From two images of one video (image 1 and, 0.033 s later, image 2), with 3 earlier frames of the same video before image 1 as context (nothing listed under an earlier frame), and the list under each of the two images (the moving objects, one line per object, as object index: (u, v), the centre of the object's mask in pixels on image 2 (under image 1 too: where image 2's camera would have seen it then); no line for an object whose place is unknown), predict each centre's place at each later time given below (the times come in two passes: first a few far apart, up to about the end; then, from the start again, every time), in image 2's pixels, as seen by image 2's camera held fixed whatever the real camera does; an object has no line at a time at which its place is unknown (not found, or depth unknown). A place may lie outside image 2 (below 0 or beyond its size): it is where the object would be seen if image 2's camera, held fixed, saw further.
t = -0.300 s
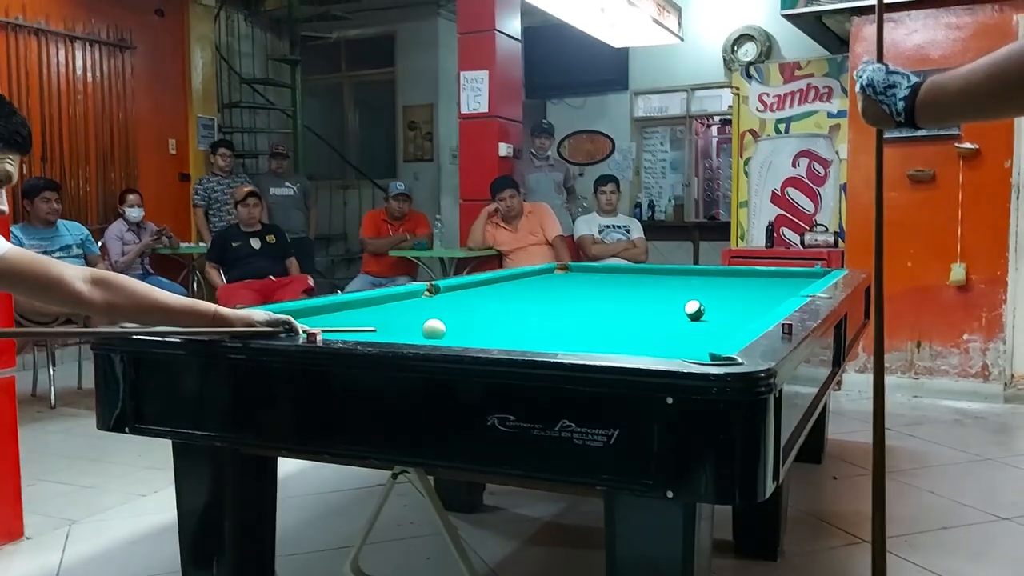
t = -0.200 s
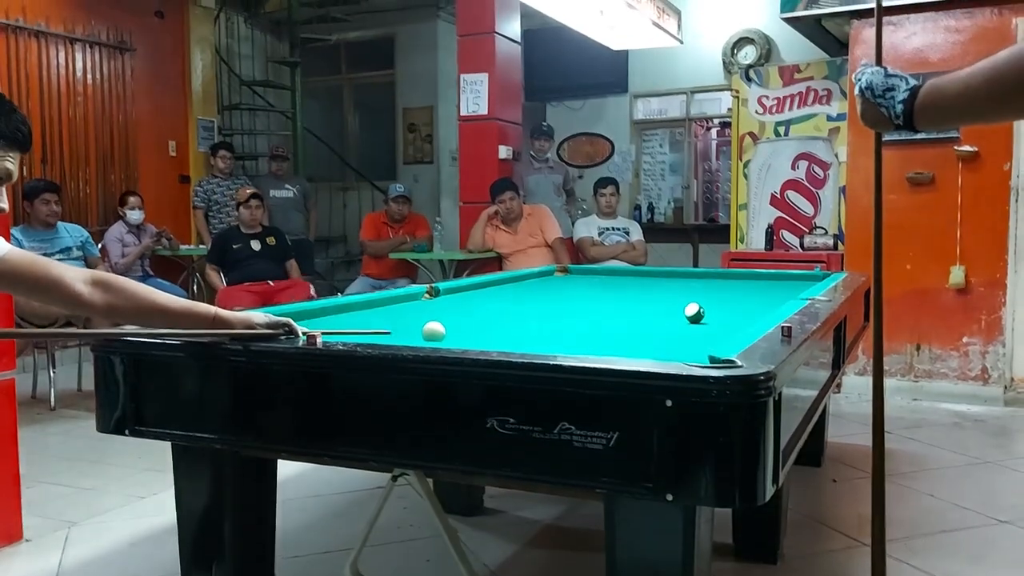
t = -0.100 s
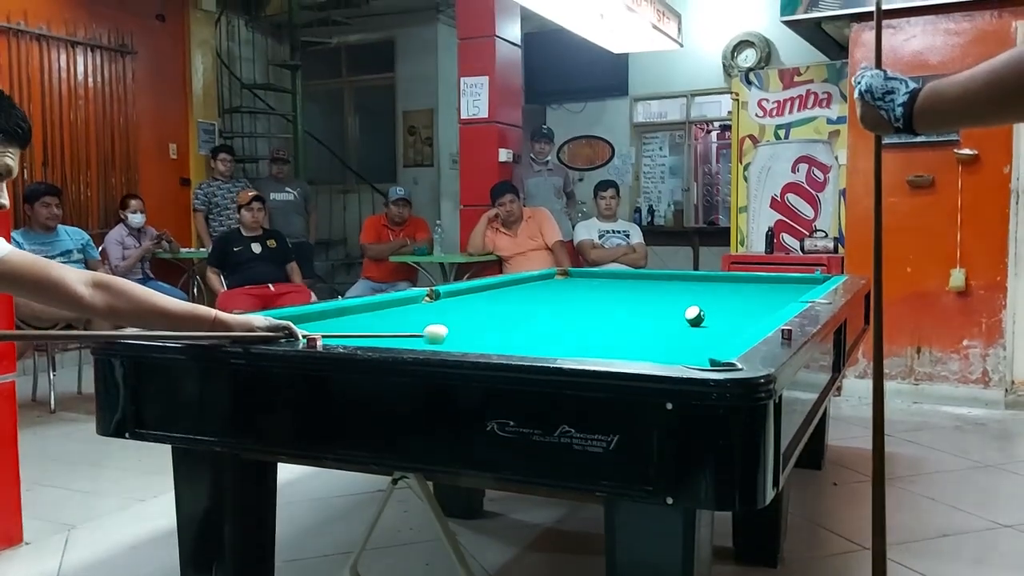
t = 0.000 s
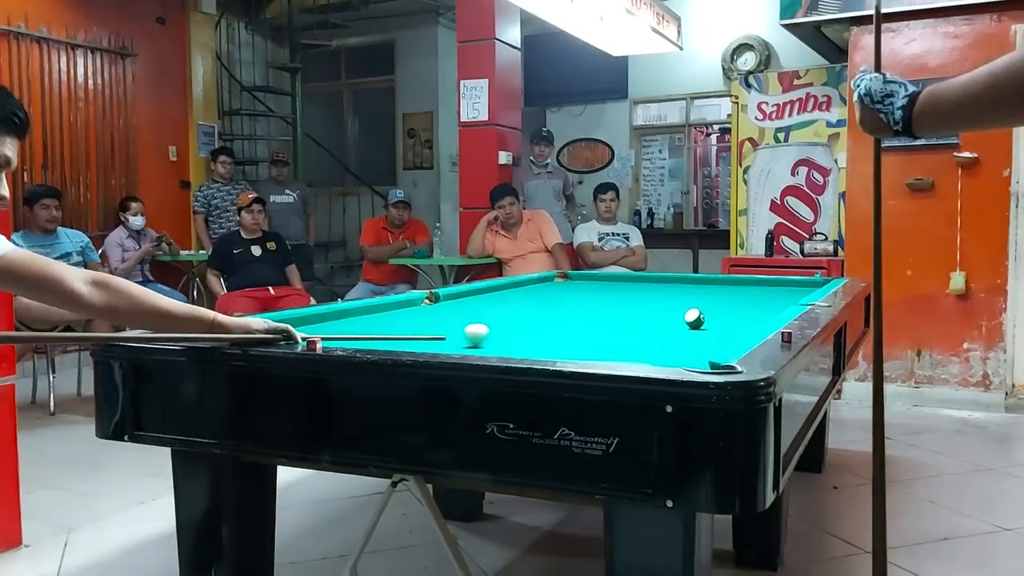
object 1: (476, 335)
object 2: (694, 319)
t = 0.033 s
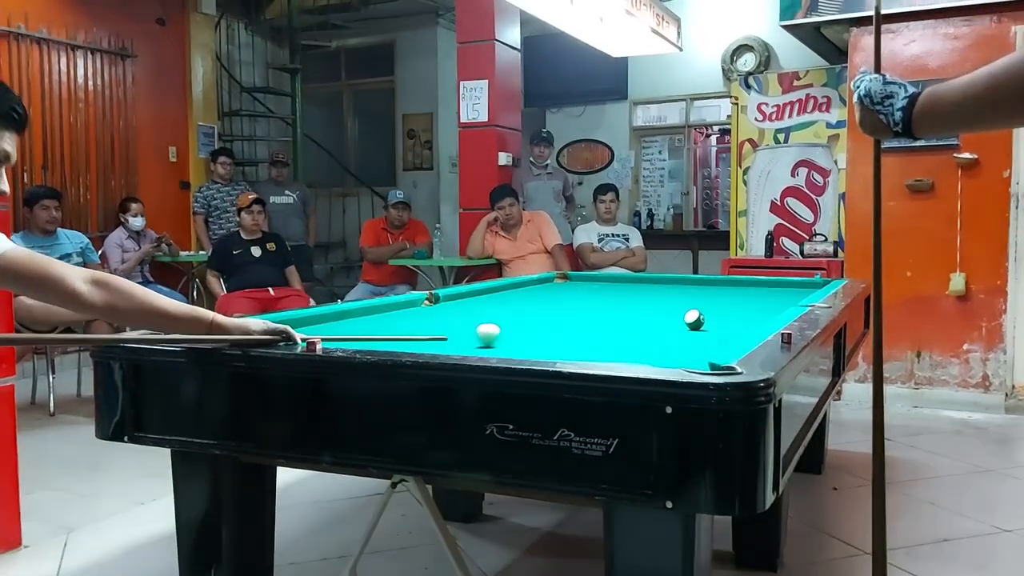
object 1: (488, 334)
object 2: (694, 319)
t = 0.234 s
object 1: (551, 328)
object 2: (694, 319)
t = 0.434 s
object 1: (609, 324)
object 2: (694, 319)
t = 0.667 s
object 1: (668, 319)
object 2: (695, 320)
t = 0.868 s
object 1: (687, 315)
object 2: (719, 320)
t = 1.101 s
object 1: (703, 310)
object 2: (746, 321)
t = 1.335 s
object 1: (717, 306)
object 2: (766, 317)
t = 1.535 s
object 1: (728, 303)
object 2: (759, 319)
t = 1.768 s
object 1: (737, 301)
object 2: (750, 321)
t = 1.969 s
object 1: (746, 298)
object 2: (745, 320)
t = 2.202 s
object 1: (754, 296)
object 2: (740, 320)
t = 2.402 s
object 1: (759, 294)
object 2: (737, 320)
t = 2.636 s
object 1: (766, 292)
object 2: (737, 320)
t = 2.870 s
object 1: (771, 291)
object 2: (737, 320)
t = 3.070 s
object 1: (777, 290)
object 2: (737, 320)
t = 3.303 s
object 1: (782, 289)
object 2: (737, 320)
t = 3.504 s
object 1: (785, 288)
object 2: (737, 320)
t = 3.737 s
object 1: (789, 287)
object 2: (737, 320)
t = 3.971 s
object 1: (792, 286)
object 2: (736, 320)
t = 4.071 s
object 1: (793, 286)
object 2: (737, 320)
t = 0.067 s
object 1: (499, 333)
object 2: (694, 319)
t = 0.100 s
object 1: (510, 332)
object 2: (694, 319)
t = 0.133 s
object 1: (521, 331)
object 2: (694, 319)
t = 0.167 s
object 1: (531, 330)
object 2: (694, 319)
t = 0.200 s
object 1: (541, 329)
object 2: (694, 319)
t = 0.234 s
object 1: (551, 328)
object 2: (694, 319)
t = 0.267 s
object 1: (562, 328)
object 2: (694, 319)
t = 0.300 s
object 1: (572, 327)
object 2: (694, 319)
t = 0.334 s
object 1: (581, 326)
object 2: (694, 319)
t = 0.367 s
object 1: (591, 325)
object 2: (694, 319)
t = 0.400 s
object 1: (600, 325)
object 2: (694, 319)
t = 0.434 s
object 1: (609, 324)
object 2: (694, 319)
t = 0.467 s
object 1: (618, 323)
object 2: (694, 319)
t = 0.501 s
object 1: (627, 322)
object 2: (694, 320)
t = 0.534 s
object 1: (635, 322)
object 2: (694, 320)
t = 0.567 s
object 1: (644, 321)
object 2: (694, 319)
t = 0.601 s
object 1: (652, 320)
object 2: (694, 319)
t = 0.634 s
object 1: (660, 320)
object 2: (694, 320)
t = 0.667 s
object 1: (668, 319)
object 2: (695, 320)
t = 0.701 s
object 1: (674, 318)
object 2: (695, 319)
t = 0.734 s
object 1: (677, 318)
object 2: (701, 319)
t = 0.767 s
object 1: (680, 317)
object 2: (706, 319)
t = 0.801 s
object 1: (682, 316)
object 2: (711, 320)
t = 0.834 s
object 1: (685, 316)
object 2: (715, 319)
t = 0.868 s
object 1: (687, 315)
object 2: (719, 320)
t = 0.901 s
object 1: (689, 315)
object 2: (723, 320)
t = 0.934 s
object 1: (692, 314)
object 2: (727, 321)
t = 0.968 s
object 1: (694, 313)
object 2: (730, 321)
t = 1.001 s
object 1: (696, 312)
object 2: (734, 320)
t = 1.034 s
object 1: (698, 311)
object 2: (738, 321)
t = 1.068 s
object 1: (701, 311)
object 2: (742, 321)
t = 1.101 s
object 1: (703, 310)
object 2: (746, 321)
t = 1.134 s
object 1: (705, 310)
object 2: (750, 321)
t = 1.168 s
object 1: (708, 309)
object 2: (753, 321)
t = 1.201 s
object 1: (709, 309)
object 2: (755, 321)
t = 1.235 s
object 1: (712, 308)
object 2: (758, 320)
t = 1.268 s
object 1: (714, 307)
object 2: (761, 319)
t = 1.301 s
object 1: (716, 307)
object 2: (764, 318)
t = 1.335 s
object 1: (717, 306)
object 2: (766, 317)
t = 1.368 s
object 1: (719, 306)
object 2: (767, 317)
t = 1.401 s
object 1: (721, 305)
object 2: (766, 317)
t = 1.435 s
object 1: (723, 305)
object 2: (764, 318)
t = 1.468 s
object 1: (725, 304)
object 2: (763, 318)
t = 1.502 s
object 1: (726, 304)
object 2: (761, 318)
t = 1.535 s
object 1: (728, 303)
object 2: (759, 319)
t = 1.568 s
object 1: (729, 303)
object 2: (757, 319)
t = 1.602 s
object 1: (731, 302)
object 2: (756, 319)
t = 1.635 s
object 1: (732, 302)
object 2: (755, 320)
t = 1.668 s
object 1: (734, 302)
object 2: (754, 321)
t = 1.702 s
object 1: (734, 302)
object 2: (752, 321)
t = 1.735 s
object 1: (736, 301)
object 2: (751, 321)
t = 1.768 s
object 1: (737, 301)
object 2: (750, 321)
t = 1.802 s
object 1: (739, 300)
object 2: (749, 321)
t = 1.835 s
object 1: (741, 300)
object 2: (748, 320)
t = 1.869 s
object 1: (742, 299)
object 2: (747, 320)
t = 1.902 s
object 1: (743, 299)
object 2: (746, 321)
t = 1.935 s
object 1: (745, 299)
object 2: (745, 320)
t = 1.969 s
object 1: (746, 298)
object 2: (745, 320)
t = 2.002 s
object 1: (747, 298)
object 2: (744, 320)
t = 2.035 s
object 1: (748, 298)
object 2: (743, 320)
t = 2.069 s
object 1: (749, 297)
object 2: (742, 320)
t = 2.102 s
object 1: (750, 297)
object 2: (741, 320)
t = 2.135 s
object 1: (752, 296)
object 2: (741, 320)
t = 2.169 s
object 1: (753, 296)
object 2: (740, 320)
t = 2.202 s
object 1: (754, 296)
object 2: (740, 320)
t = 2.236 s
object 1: (755, 295)
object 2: (739, 320)
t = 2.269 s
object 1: (756, 295)
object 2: (738, 320)
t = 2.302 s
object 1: (757, 295)
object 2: (738, 320)
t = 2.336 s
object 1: (758, 295)
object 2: (737, 320)
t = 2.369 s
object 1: (759, 295)
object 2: (737, 320)
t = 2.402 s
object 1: (759, 294)
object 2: (737, 320)
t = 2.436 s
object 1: (760, 294)
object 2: (736, 320)
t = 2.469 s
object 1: (761, 293)
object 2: (736, 320)
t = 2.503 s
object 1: (762, 293)
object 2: (737, 320)
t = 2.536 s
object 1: (763, 293)
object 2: (737, 320)
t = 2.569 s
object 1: (764, 293)
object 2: (737, 320)
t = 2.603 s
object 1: (765, 293)
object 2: (737, 320)
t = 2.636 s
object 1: (766, 292)
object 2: (737, 320)
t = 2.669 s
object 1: (767, 292)
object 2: (737, 320)
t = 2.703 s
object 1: (767, 292)
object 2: (737, 320)
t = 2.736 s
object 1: (768, 291)
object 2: (737, 320)
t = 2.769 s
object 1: (769, 292)
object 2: (737, 320)
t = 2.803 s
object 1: (770, 291)
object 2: (737, 320)
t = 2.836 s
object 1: (770, 291)
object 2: (737, 320)
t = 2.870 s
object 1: (771, 291)
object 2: (737, 320)
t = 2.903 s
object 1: (773, 290)
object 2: (737, 320)
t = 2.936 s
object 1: (774, 290)
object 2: (737, 320)
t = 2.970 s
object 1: (774, 290)
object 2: (737, 320)
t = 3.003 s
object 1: (775, 290)
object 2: (737, 320)
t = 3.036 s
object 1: (776, 290)
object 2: (737, 320)
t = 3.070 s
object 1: (777, 290)
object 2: (737, 320)
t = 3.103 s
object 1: (777, 290)
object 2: (737, 320)
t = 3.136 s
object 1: (778, 289)
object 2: (737, 320)
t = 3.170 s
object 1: (779, 289)
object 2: (737, 320)
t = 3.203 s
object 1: (780, 289)
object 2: (737, 320)
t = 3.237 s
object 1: (780, 289)
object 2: (737, 320)
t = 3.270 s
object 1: (781, 289)
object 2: (737, 320)
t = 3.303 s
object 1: (782, 289)
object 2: (737, 320)
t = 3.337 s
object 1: (782, 288)
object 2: (737, 320)
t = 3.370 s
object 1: (783, 288)
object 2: (737, 320)
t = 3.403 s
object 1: (784, 288)
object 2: (737, 320)
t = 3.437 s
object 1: (784, 288)
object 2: (737, 320)
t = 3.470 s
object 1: (785, 288)
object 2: (737, 320)
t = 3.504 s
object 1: (785, 288)
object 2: (737, 320)
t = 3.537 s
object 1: (786, 288)
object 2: (737, 320)
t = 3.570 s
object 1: (786, 287)
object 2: (737, 320)
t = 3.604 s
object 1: (787, 287)
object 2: (737, 320)
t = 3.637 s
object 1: (787, 287)
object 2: (737, 320)
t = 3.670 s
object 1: (788, 287)
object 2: (736, 320)
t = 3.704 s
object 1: (788, 287)
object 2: (737, 320)
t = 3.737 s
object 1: (789, 287)
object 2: (737, 320)
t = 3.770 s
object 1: (789, 287)
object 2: (737, 320)
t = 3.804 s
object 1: (790, 287)
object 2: (737, 320)
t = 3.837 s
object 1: (790, 287)
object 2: (737, 320)
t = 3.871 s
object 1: (790, 286)
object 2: (737, 320)
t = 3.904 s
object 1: (791, 286)
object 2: (737, 320)
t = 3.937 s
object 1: (791, 286)
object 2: (737, 320)
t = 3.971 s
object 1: (792, 286)
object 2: (736, 320)
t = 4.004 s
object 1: (792, 286)
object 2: (737, 320)
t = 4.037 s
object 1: (793, 286)
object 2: (737, 320)
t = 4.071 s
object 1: (793, 286)
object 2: (737, 320)
